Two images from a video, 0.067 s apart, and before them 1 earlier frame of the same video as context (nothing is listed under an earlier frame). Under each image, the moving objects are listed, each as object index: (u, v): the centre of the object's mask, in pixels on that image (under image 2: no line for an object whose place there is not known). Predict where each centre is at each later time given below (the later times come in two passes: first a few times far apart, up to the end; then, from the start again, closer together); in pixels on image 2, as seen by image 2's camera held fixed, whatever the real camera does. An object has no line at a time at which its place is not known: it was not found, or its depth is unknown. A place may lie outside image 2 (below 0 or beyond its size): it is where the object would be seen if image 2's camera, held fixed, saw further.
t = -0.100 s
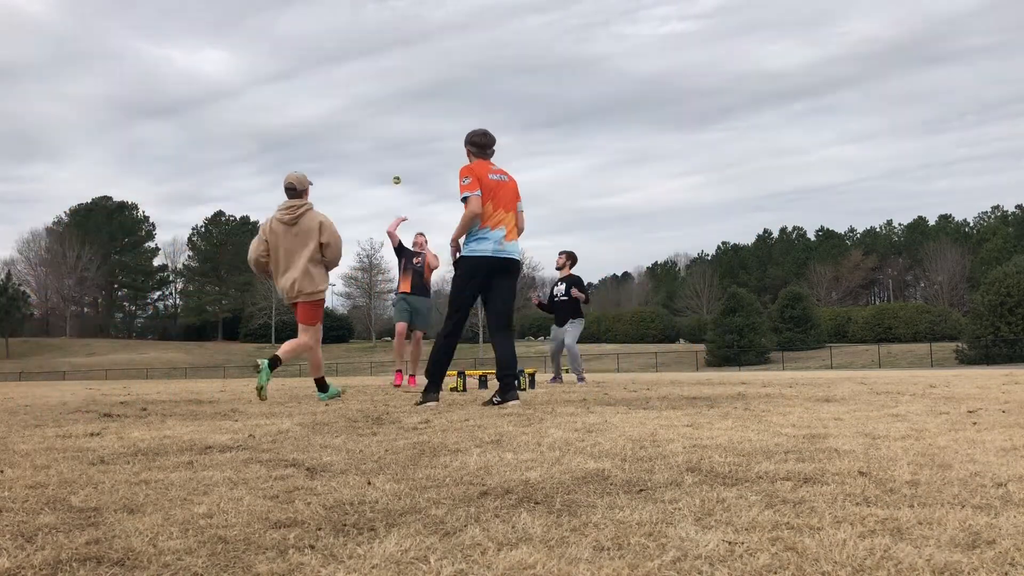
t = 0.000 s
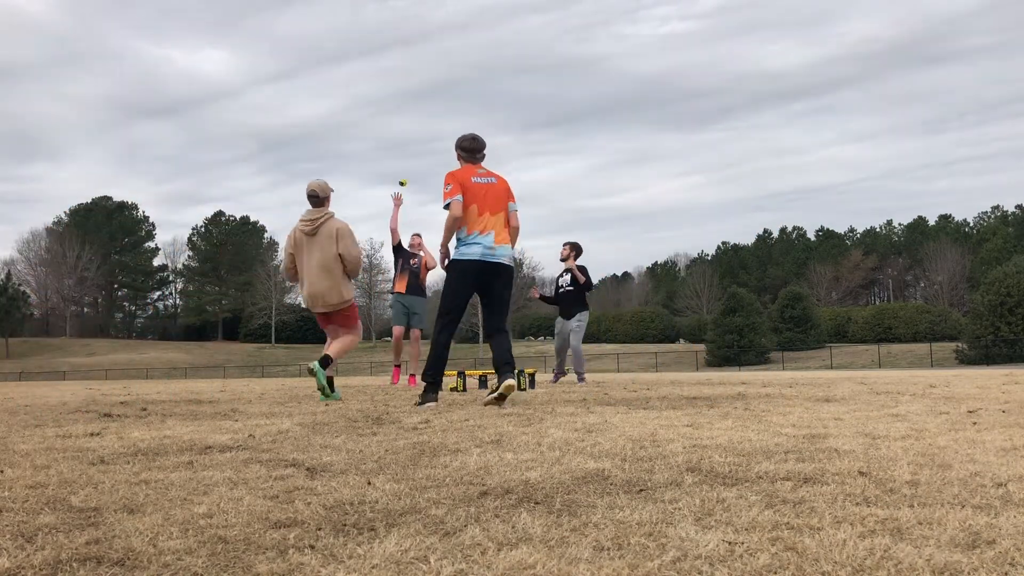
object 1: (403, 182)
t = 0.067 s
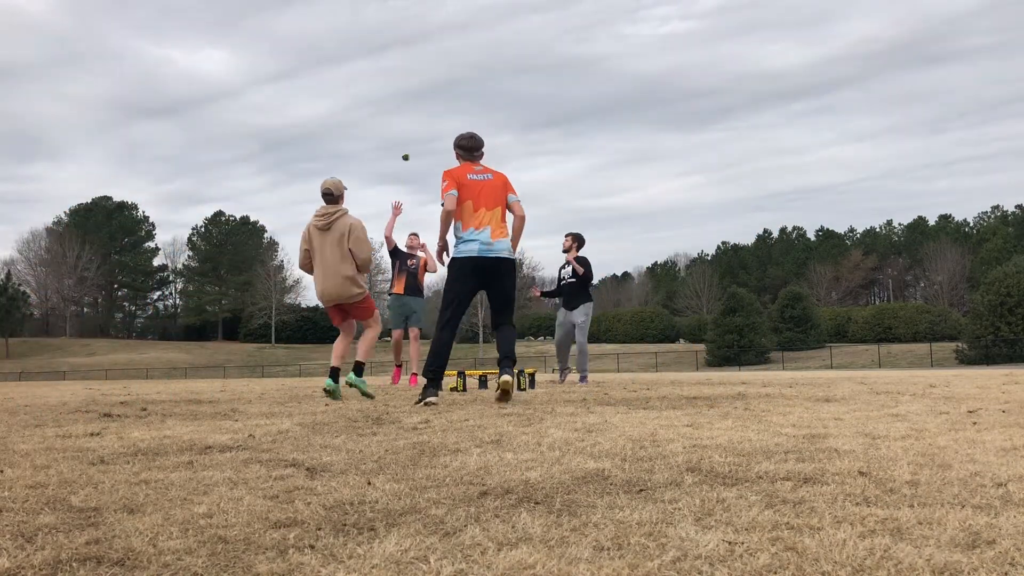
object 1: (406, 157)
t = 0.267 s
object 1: (415, 102)
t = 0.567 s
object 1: (432, 83)
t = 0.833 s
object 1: (448, 135)
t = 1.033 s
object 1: (461, 219)
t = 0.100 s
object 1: (408, 146)
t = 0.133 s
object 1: (409, 135)
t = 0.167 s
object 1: (411, 125)
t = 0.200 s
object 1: (412, 117)
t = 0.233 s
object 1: (414, 109)
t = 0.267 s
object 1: (415, 102)
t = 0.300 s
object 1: (418, 96)
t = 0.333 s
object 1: (420, 91)
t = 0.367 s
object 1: (421, 87)
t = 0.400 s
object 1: (423, 84)
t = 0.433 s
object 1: (425, 82)
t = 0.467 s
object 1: (427, 81)
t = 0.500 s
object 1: (428, 80)
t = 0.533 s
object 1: (430, 81)
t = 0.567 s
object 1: (432, 83)
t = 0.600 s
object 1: (434, 86)
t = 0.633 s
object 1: (436, 90)
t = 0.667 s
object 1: (439, 94)
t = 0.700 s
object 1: (440, 100)
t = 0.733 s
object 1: (442, 107)
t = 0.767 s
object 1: (444, 115)
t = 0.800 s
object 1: (446, 124)
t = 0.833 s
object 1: (448, 135)
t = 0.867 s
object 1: (451, 146)
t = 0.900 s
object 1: (452, 159)
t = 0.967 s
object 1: (457, 187)
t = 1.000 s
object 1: (459, 202)
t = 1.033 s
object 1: (461, 219)
